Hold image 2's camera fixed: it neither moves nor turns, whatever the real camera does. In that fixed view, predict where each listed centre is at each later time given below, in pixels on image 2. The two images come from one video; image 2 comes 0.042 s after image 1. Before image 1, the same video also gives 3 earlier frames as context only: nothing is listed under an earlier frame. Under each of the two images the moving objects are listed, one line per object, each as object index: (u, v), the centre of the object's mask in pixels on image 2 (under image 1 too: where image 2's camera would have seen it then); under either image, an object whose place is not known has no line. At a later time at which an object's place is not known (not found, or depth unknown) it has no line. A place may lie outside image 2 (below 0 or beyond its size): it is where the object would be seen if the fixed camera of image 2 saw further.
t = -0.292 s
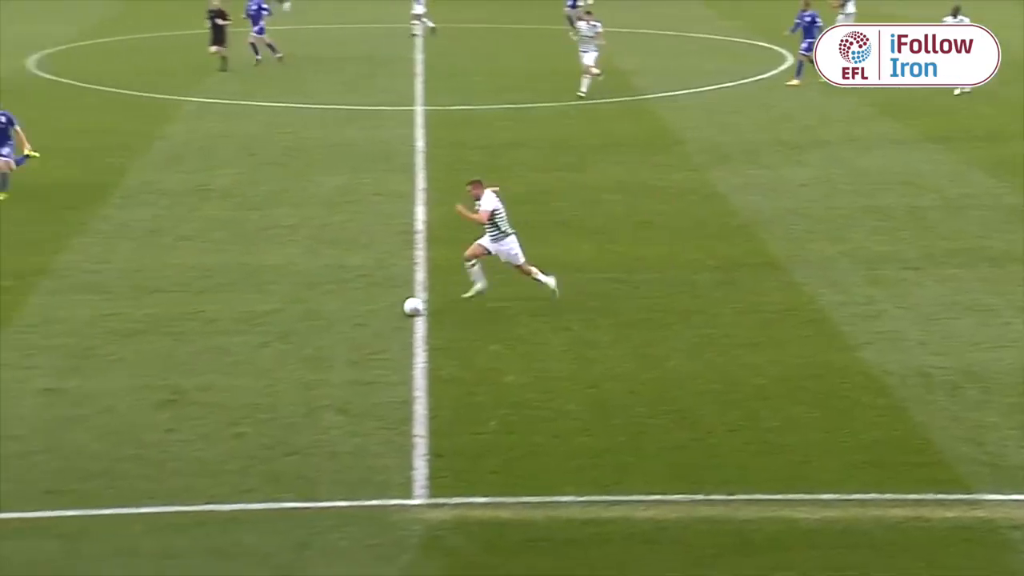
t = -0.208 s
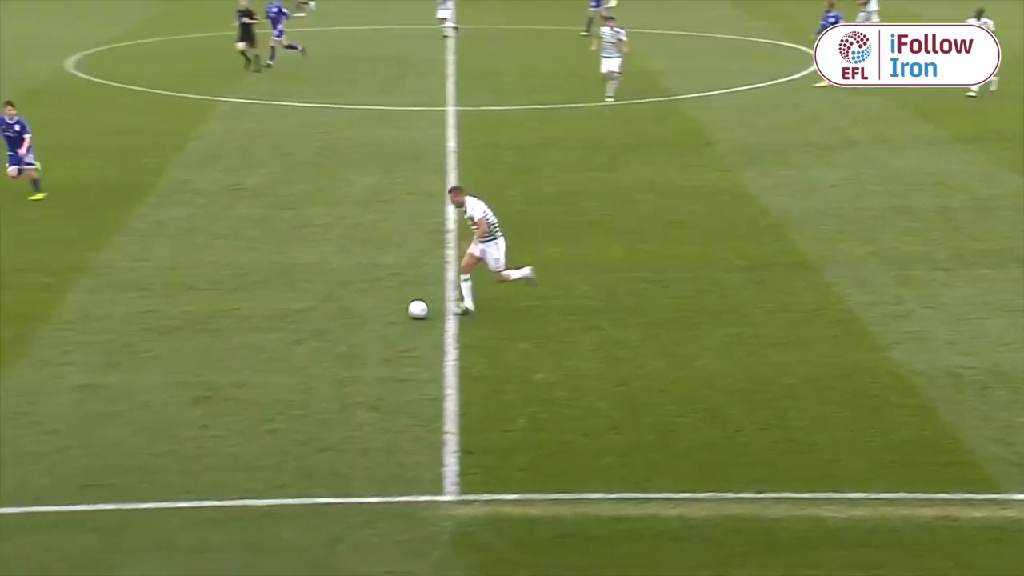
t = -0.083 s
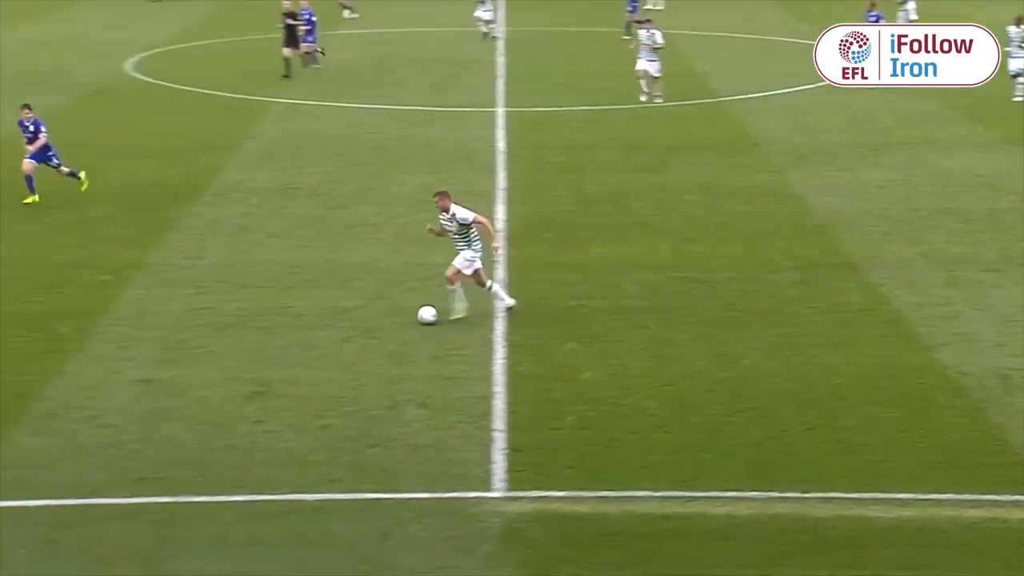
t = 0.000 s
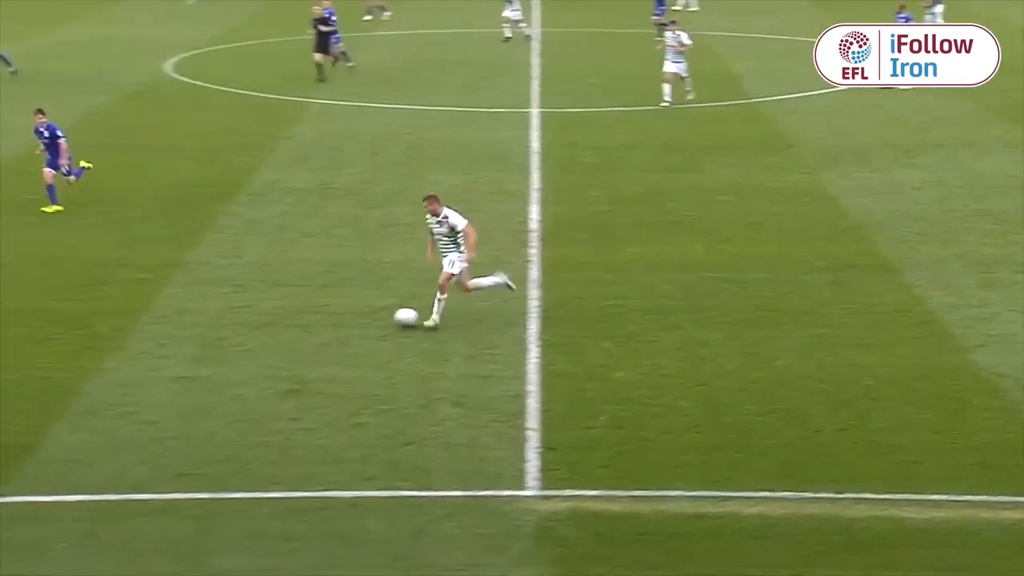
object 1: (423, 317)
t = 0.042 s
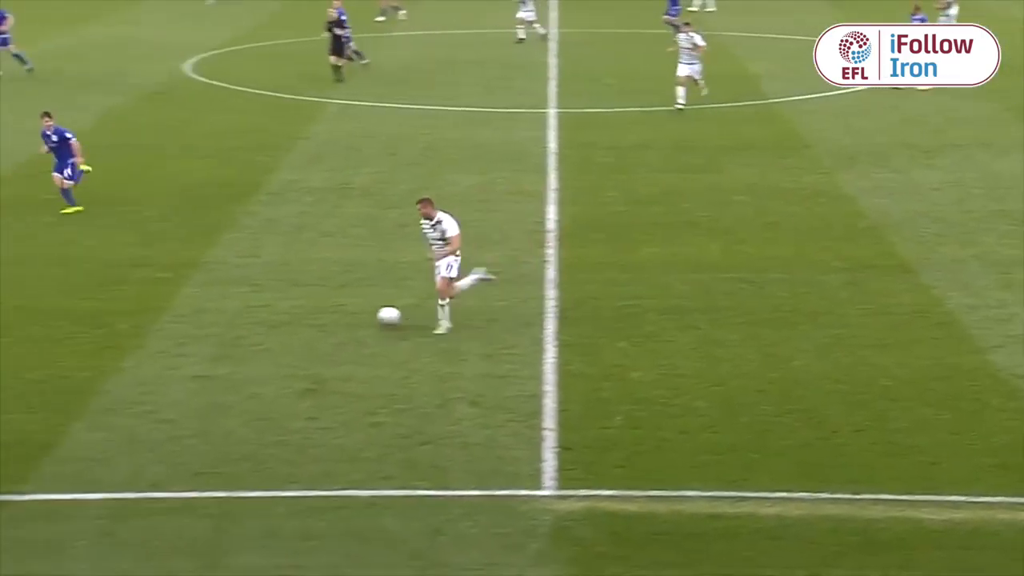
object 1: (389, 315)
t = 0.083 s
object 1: (354, 317)
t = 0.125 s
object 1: (319, 319)
